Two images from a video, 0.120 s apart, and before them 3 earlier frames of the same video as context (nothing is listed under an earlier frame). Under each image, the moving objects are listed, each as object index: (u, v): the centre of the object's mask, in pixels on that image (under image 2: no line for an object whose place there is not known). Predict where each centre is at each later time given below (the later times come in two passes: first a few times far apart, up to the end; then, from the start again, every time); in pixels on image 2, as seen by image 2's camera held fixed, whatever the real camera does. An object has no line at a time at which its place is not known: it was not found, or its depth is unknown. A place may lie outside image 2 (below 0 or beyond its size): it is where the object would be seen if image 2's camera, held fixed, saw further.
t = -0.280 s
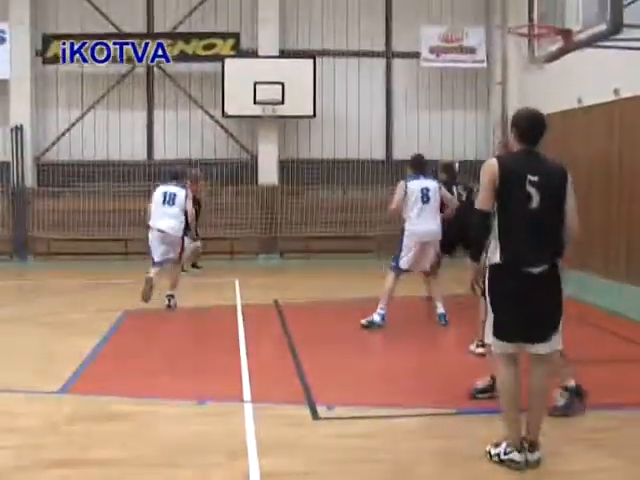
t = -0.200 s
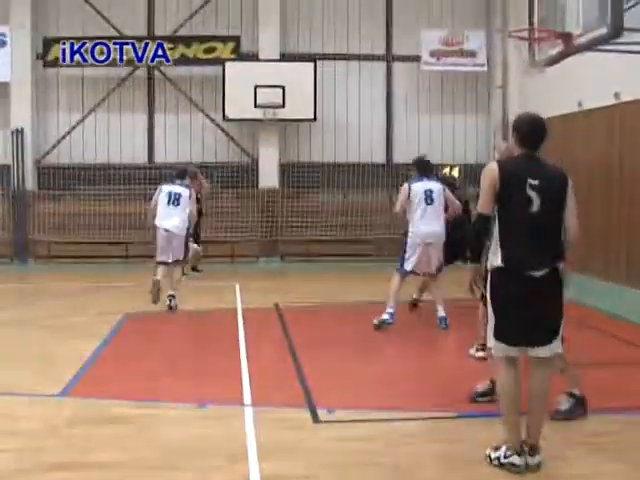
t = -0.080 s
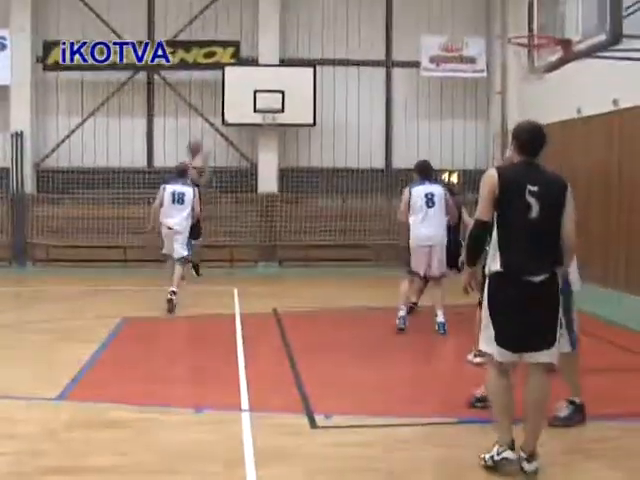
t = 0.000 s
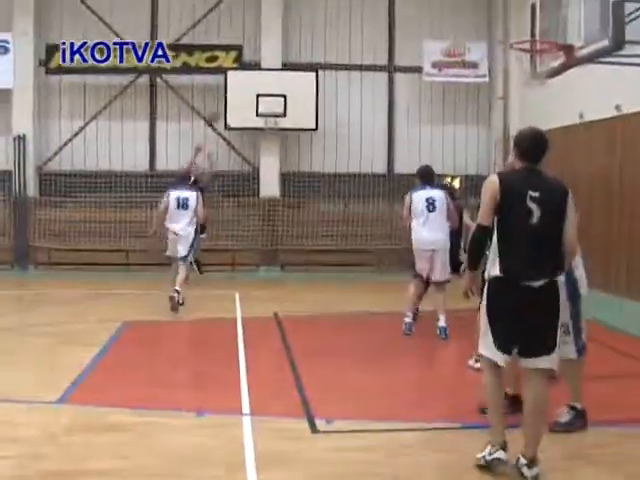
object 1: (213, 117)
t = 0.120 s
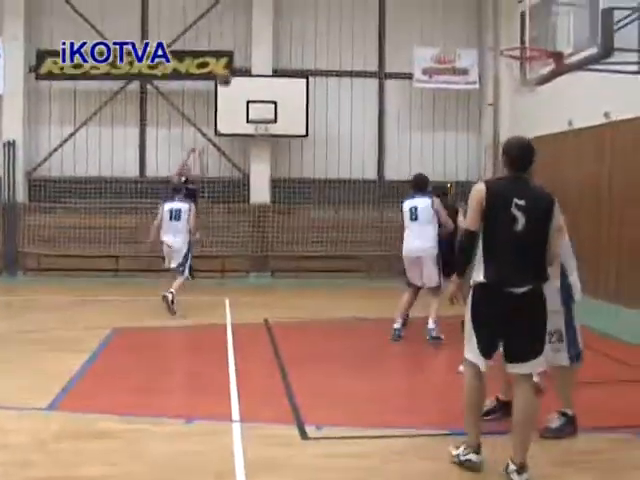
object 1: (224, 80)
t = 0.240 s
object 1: (249, 41)
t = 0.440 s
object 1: (294, -6)
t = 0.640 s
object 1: (348, -38)
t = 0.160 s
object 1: (235, 63)
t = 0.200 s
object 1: (240, 53)
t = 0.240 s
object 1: (249, 41)
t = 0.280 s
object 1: (257, 30)
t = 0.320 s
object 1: (266, 20)
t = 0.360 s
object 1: (275, 10)
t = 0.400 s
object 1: (284, 1)
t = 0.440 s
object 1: (294, -6)
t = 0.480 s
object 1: (303, -12)
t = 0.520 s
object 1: (314, -20)
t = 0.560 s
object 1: (323, -26)
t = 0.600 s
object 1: (334, -31)
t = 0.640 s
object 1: (348, -38)
